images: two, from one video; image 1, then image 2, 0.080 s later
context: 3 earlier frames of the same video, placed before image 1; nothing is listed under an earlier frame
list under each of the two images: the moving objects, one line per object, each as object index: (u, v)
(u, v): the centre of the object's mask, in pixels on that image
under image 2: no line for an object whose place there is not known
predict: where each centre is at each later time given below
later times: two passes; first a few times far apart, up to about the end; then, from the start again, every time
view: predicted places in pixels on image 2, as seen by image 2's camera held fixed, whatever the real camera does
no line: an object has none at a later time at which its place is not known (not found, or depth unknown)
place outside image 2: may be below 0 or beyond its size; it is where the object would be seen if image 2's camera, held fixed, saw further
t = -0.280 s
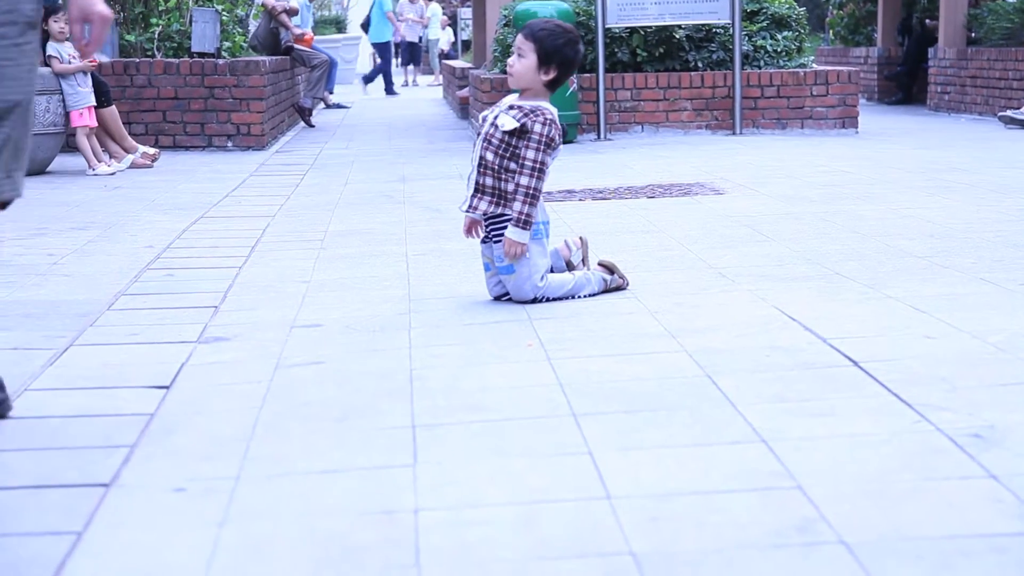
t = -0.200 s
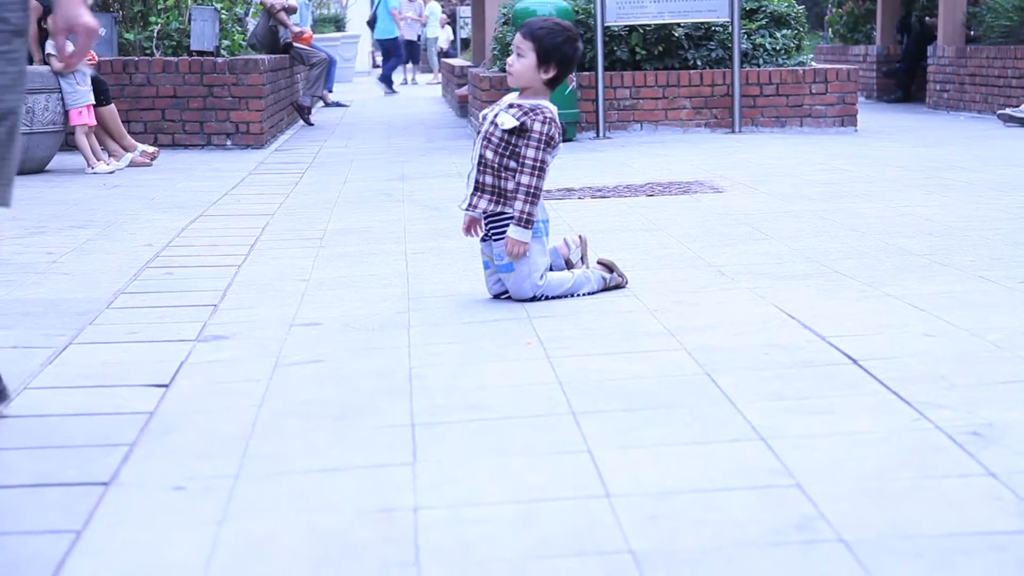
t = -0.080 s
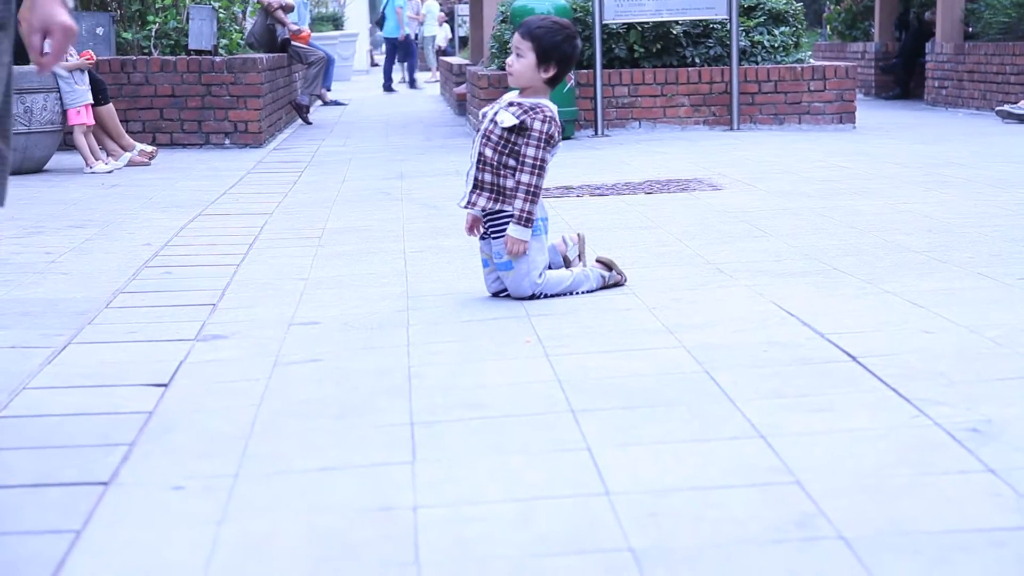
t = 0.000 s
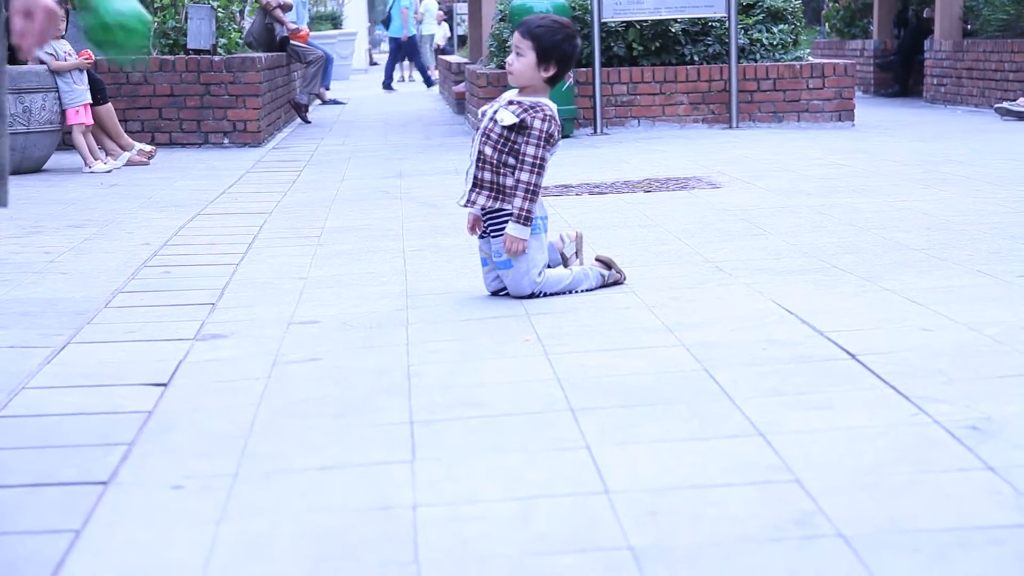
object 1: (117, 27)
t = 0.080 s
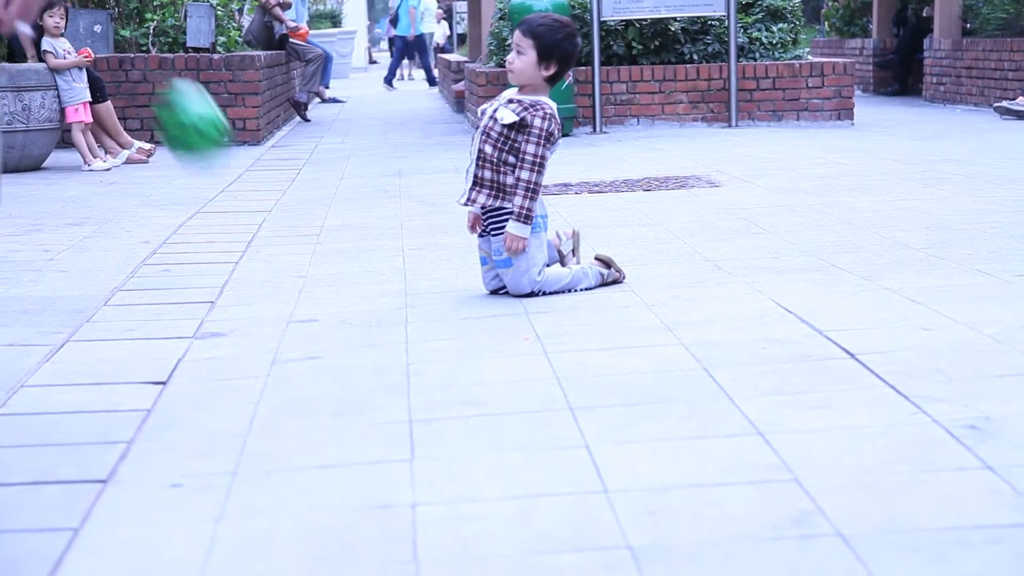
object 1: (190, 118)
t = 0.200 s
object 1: (299, 321)
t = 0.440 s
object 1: (320, 122)
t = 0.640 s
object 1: (339, 121)
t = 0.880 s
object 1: (371, 304)
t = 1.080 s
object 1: (392, 208)
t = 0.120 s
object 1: (225, 178)
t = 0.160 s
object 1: (269, 256)
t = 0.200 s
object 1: (299, 321)
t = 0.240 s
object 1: (304, 277)
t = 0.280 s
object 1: (308, 235)
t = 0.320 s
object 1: (311, 198)
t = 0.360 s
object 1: (314, 166)
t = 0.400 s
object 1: (317, 140)
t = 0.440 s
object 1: (320, 122)
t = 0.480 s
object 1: (323, 109)
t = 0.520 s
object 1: (327, 103)
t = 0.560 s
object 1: (331, 102)
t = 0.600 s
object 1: (335, 107)
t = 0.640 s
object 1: (339, 121)
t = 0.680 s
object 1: (345, 137)
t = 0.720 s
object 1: (349, 162)
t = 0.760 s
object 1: (355, 194)
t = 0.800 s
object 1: (360, 234)
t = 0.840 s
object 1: (365, 278)
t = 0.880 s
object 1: (371, 304)
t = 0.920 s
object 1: (375, 274)
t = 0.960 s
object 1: (379, 249)
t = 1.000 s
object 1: (383, 228)
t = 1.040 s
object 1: (387, 215)
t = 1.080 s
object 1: (392, 208)
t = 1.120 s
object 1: (396, 207)
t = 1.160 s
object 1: (401, 211)
